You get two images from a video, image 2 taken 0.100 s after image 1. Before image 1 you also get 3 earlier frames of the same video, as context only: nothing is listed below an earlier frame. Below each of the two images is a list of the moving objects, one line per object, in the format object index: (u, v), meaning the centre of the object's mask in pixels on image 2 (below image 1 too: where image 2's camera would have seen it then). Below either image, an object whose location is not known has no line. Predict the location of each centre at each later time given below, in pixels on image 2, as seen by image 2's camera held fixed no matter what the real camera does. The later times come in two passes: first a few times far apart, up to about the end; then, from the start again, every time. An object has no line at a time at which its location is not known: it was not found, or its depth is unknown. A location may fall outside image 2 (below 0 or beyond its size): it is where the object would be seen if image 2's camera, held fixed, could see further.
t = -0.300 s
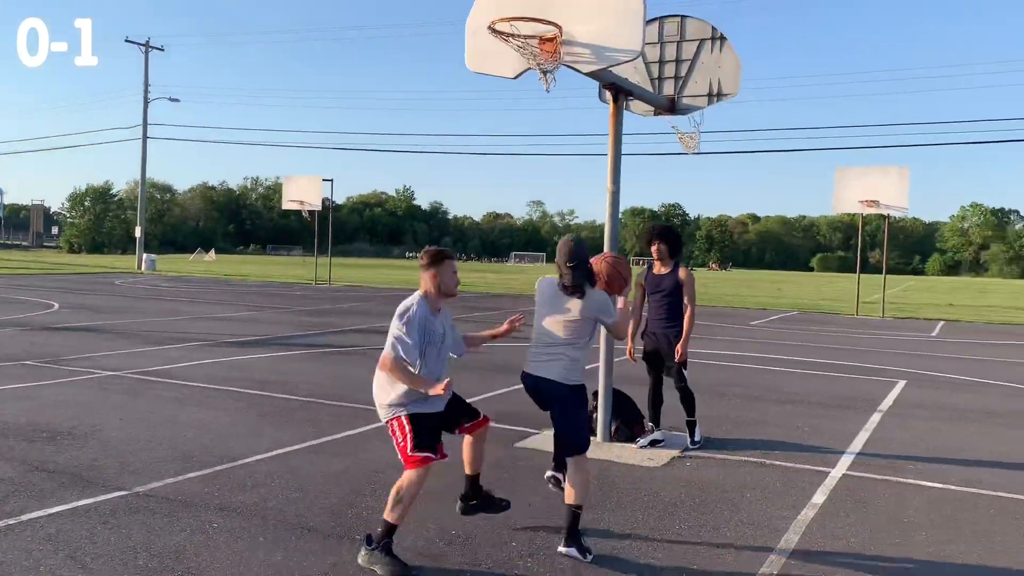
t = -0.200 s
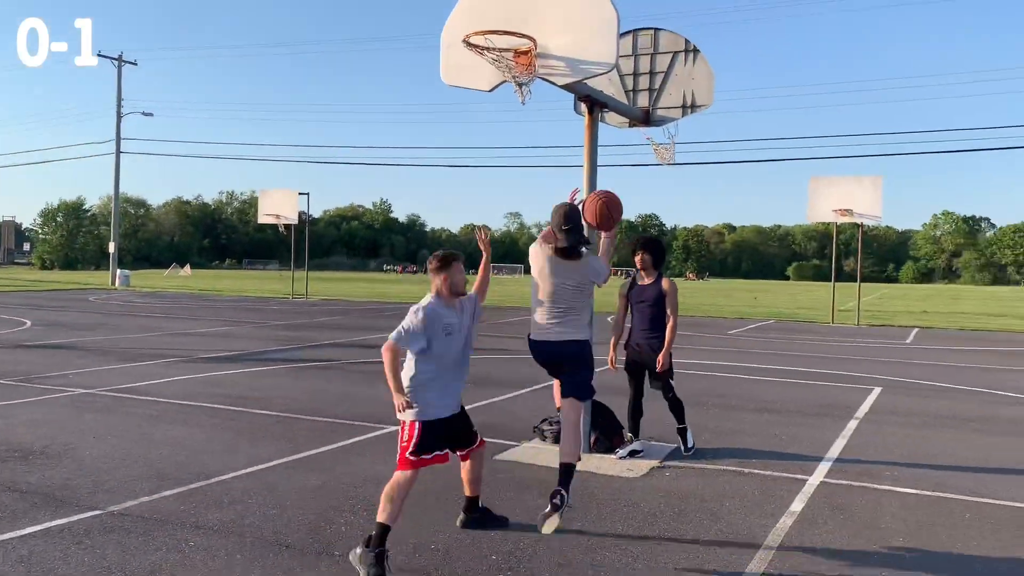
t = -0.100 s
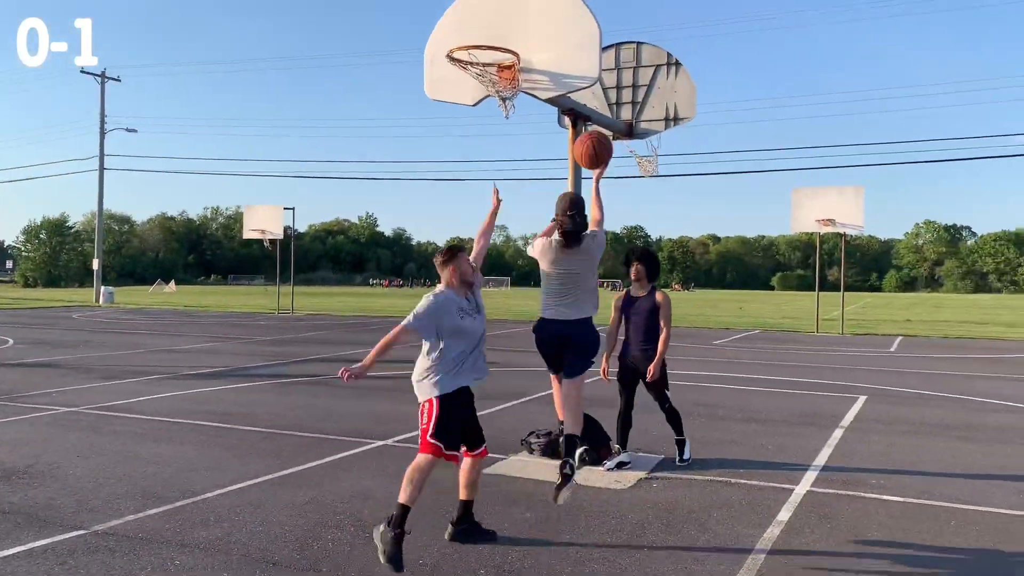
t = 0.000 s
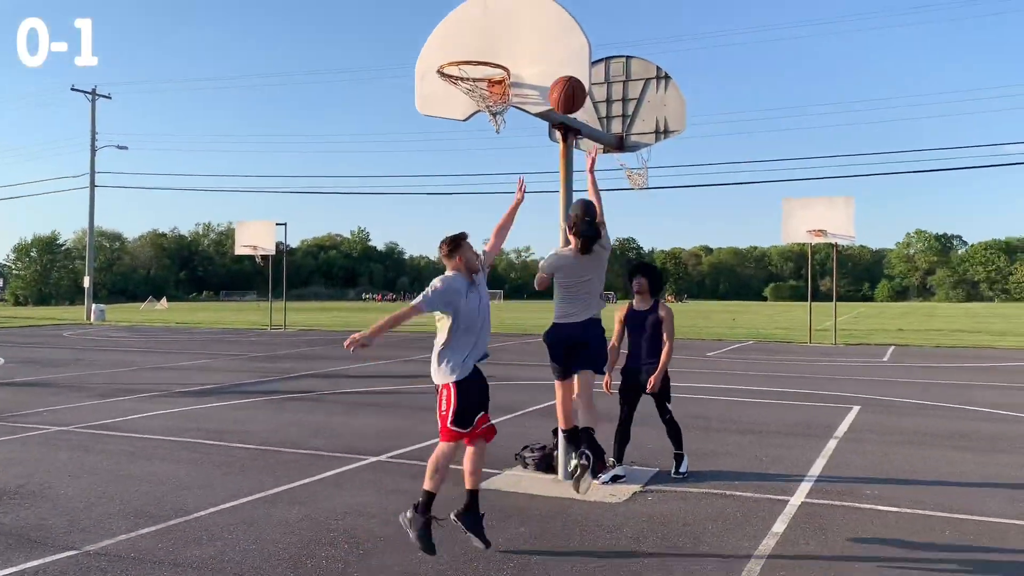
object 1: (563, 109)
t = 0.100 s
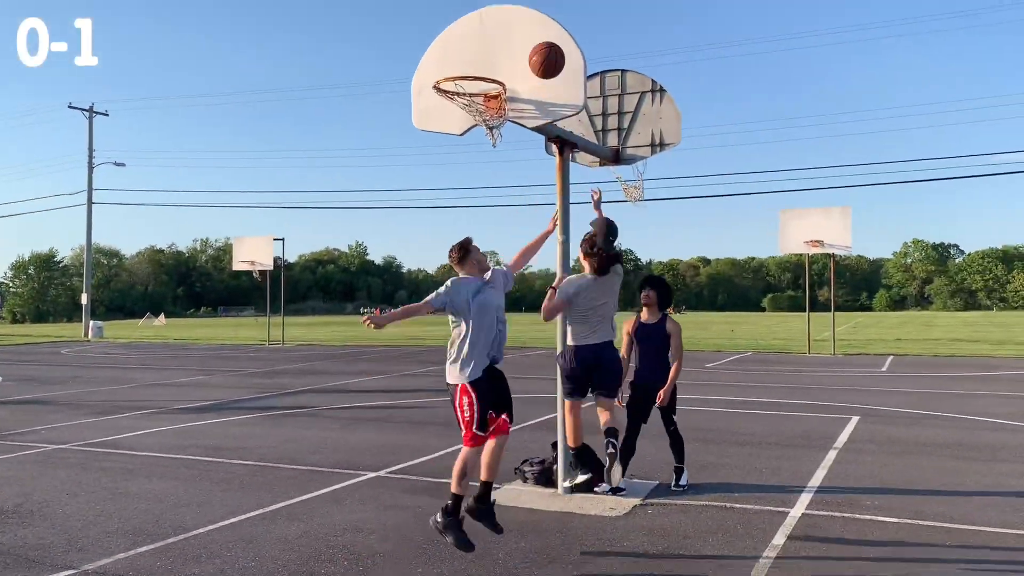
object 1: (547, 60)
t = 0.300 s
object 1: (521, 13)
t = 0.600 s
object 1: (470, 35)
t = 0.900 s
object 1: (499, 124)
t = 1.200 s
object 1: (487, 124)
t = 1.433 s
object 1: (471, 147)
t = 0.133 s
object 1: (542, 48)
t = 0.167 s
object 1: (537, 37)
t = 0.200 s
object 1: (533, 29)
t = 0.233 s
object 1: (529, 22)
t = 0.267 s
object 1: (525, 17)
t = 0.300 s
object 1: (521, 13)
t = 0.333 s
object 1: (515, 9)
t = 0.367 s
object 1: (509, 7)
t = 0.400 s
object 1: (504, 6)
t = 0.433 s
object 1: (498, 7)
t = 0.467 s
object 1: (492, 10)
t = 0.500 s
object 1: (487, 14)
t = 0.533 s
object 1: (481, 19)
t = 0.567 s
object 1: (475, 27)
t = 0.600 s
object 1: (470, 35)
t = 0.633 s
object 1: (464, 46)
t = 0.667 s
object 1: (459, 58)
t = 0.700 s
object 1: (454, 71)
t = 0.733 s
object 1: (456, 83)
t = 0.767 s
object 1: (465, 92)
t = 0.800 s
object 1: (475, 101)
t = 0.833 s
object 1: (485, 111)
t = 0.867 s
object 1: (497, 120)
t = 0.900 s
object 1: (499, 124)
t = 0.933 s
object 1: (498, 124)
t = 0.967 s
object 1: (499, 123)
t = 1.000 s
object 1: (498, 117)
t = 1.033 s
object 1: (496, 117)
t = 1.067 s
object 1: (494, 118)
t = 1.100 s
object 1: (493, 120)
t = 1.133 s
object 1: (490, 121)
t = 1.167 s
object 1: (489, 123)
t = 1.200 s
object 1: (487, 124)
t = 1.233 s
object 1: (485, 125)
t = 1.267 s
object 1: (478, 140)
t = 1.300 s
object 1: (471, 143)
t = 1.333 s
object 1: (471, 147)
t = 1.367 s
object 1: (473, 144)
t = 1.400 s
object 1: (468, 145)
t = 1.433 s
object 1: (471, 147)
